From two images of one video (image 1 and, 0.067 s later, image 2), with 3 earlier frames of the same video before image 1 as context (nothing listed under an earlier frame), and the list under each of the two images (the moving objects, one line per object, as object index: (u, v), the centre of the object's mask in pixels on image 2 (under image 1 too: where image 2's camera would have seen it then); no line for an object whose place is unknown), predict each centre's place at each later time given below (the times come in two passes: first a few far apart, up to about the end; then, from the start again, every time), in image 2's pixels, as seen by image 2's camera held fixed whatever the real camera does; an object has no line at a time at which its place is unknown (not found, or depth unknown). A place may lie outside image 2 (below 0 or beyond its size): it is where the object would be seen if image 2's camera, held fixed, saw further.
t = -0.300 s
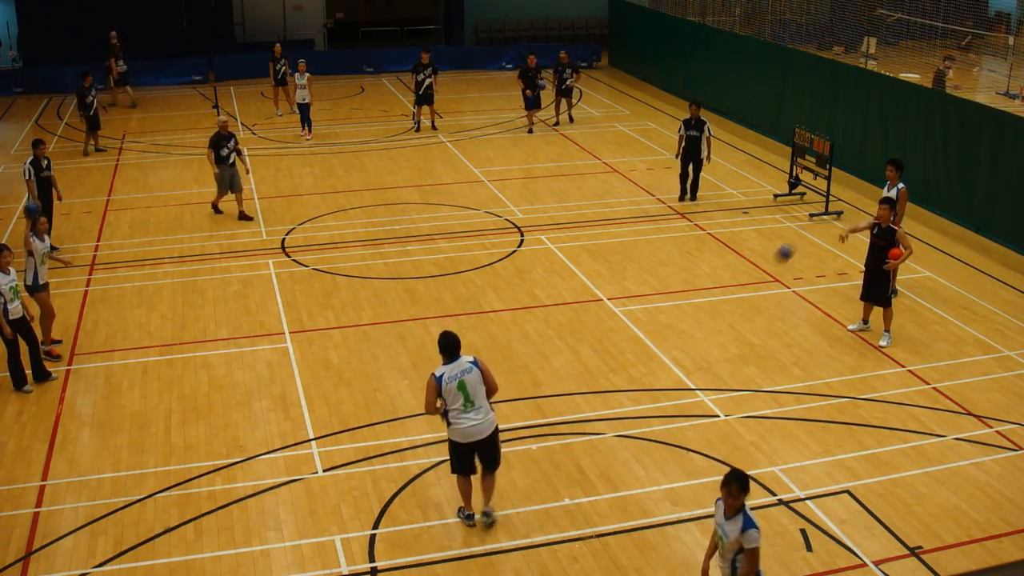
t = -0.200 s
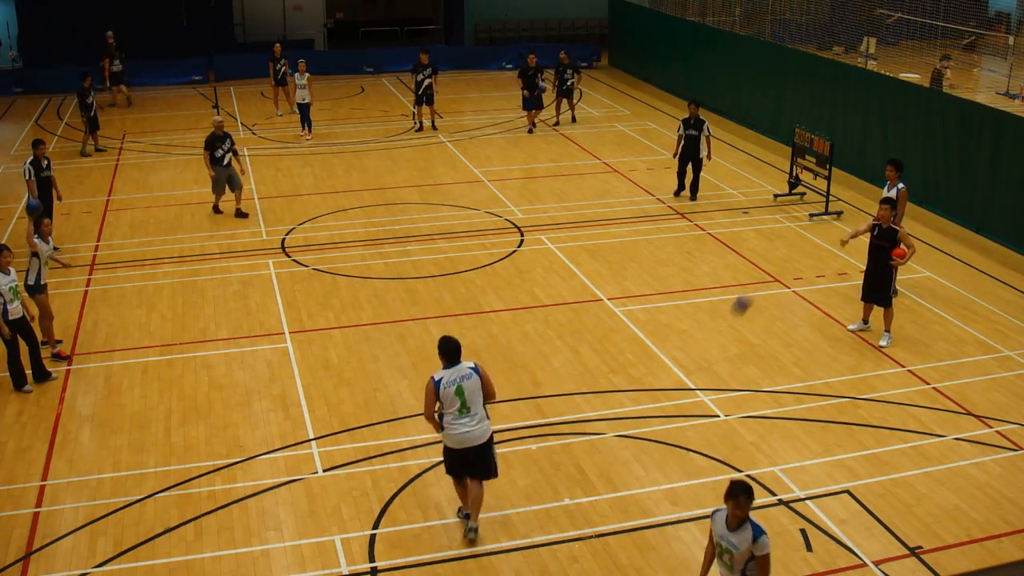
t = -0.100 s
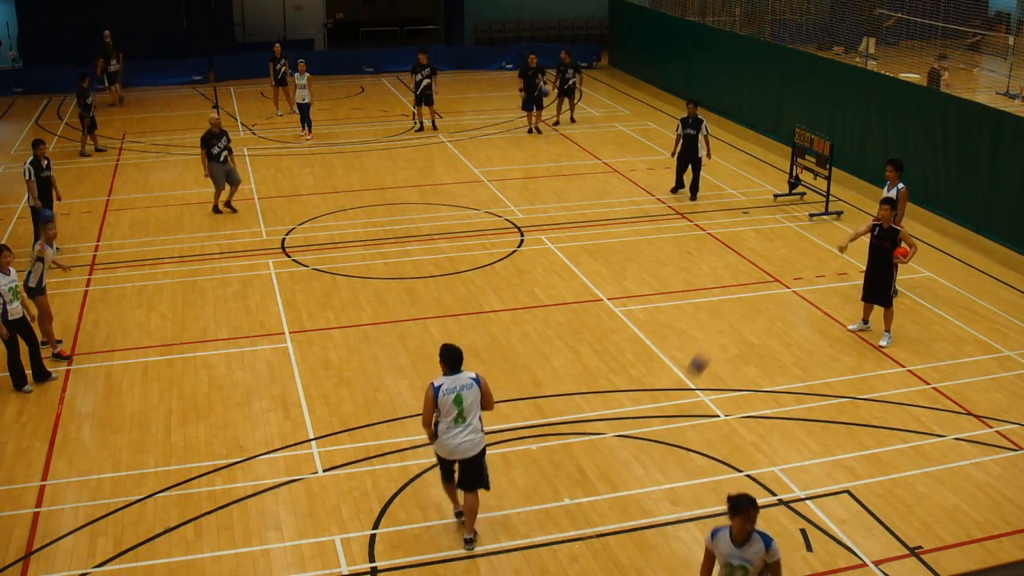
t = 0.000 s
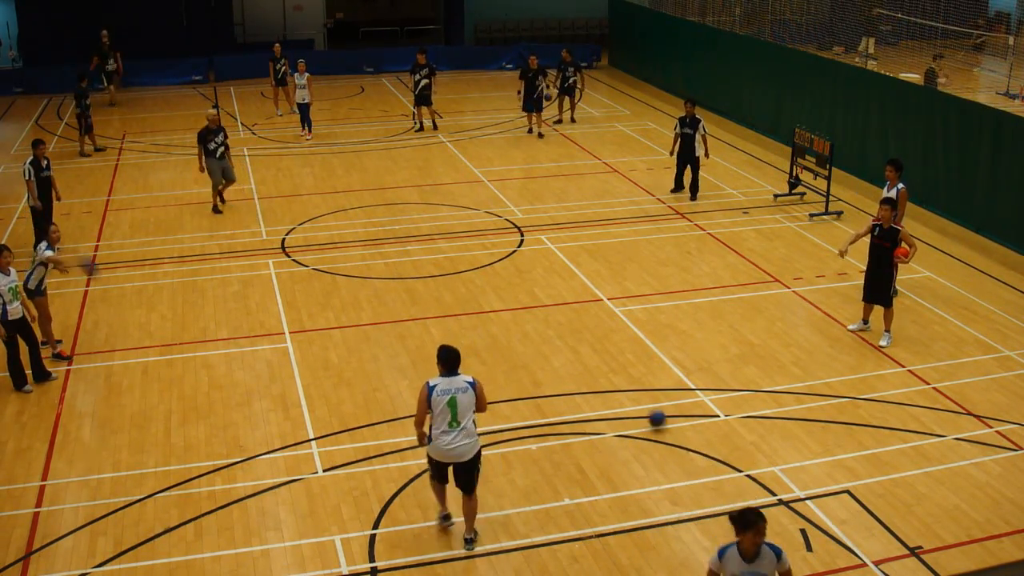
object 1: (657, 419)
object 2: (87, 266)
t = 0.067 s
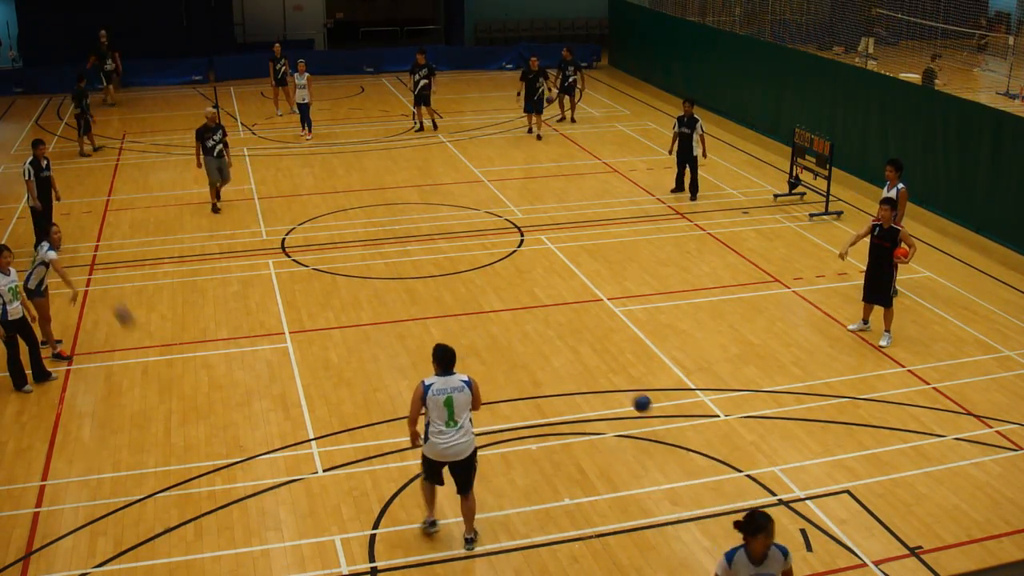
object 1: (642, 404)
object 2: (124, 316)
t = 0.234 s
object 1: (600, 382)
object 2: (191, 385)
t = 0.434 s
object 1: (545, 392)
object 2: (228, 329)
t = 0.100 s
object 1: (634, 397)
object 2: (141, 341)
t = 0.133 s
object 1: (626, 392)
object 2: (159, 369)
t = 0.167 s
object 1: (618, 387)
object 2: (177, 397)
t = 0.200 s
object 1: (609, 384)
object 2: (186, 397)
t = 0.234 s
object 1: (600, 382)
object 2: (191, 385)
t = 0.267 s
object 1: (592, 381)
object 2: (197, 373)
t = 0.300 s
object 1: (582, 381)
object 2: (203, 362)
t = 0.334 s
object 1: (573, 382)
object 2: (209, 353)
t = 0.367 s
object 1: (564, 384)
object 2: (215, 344)
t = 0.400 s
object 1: (554, 387)
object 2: (221, 336)
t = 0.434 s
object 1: (545, 392)
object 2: (228, 329)
